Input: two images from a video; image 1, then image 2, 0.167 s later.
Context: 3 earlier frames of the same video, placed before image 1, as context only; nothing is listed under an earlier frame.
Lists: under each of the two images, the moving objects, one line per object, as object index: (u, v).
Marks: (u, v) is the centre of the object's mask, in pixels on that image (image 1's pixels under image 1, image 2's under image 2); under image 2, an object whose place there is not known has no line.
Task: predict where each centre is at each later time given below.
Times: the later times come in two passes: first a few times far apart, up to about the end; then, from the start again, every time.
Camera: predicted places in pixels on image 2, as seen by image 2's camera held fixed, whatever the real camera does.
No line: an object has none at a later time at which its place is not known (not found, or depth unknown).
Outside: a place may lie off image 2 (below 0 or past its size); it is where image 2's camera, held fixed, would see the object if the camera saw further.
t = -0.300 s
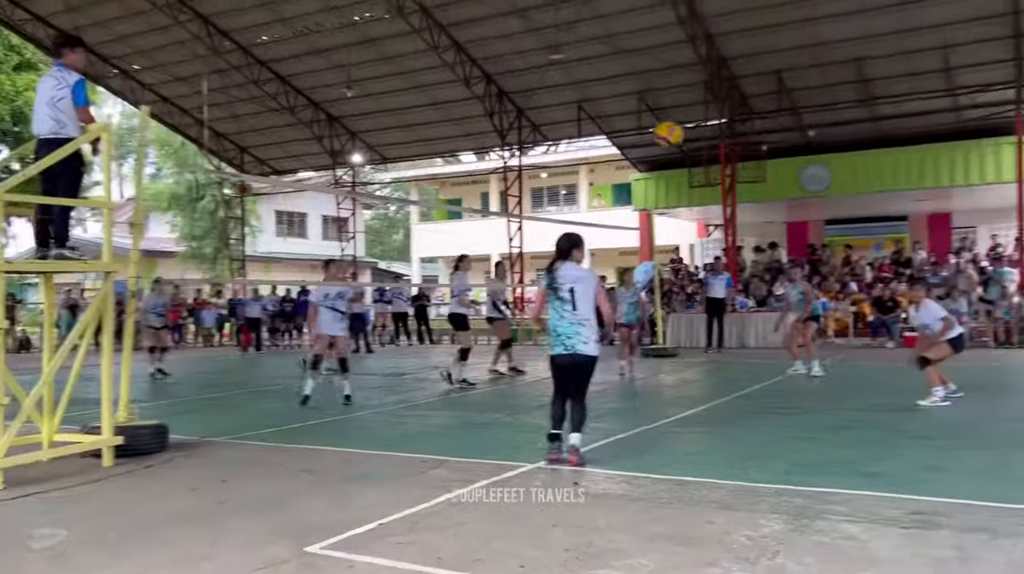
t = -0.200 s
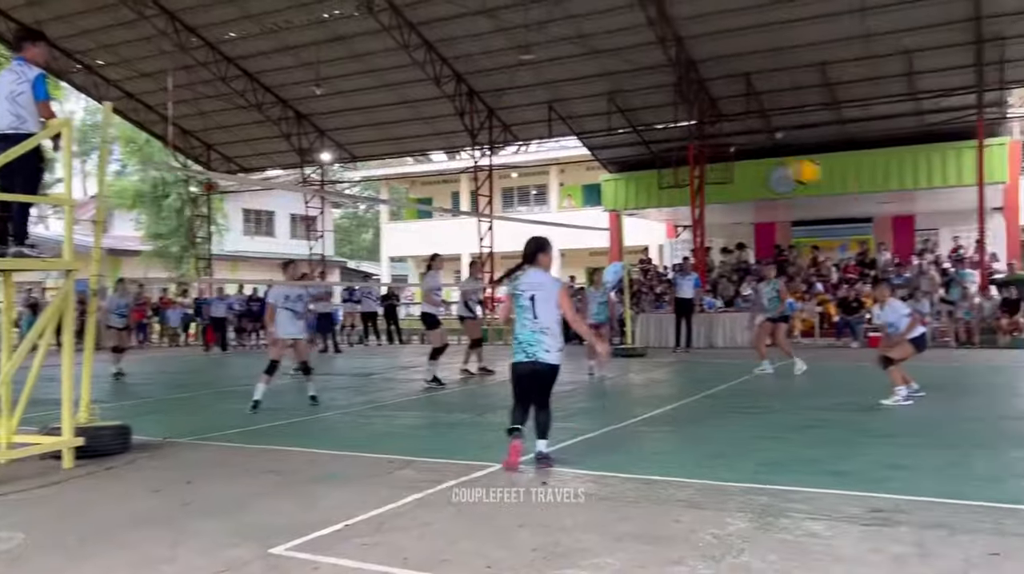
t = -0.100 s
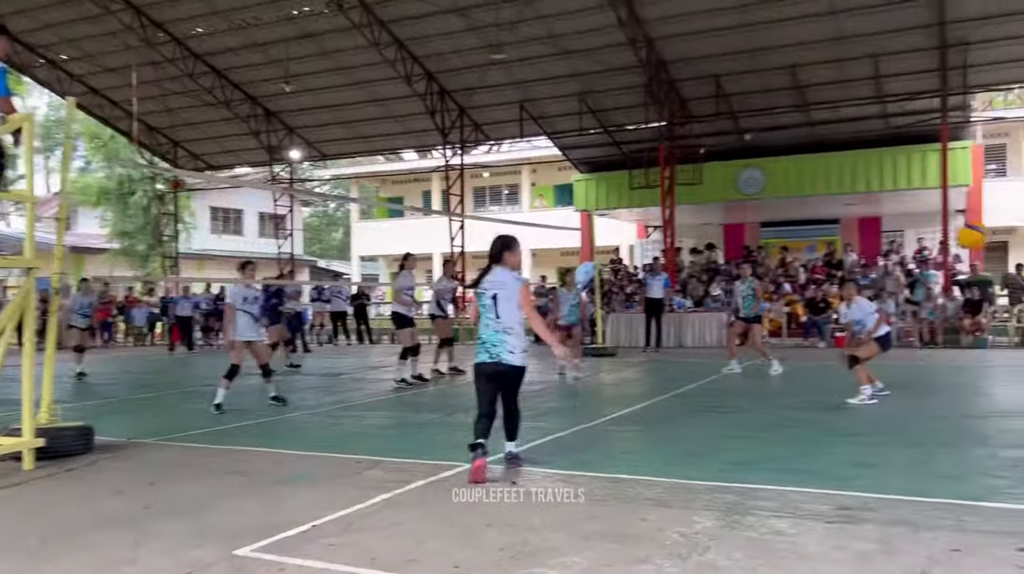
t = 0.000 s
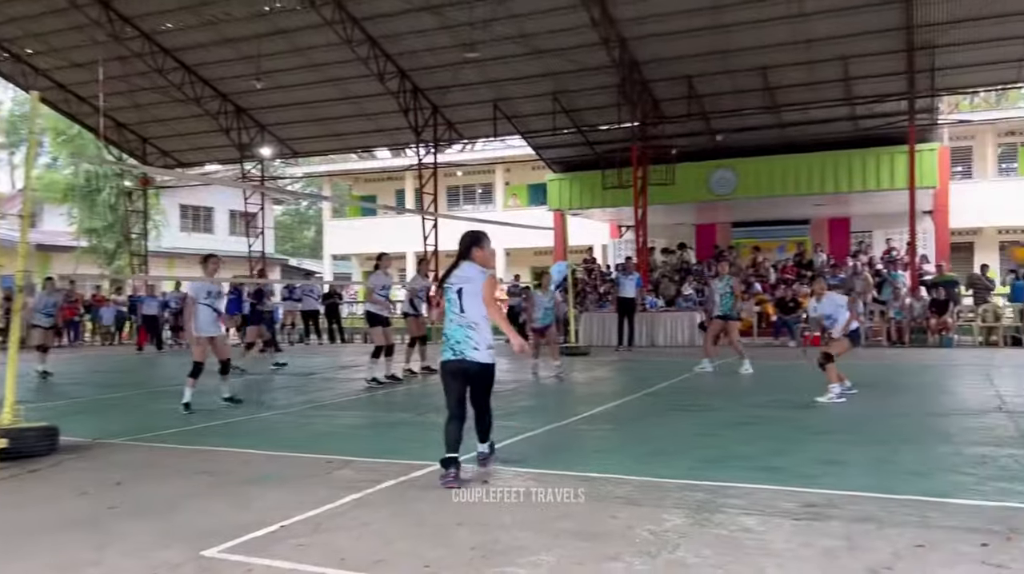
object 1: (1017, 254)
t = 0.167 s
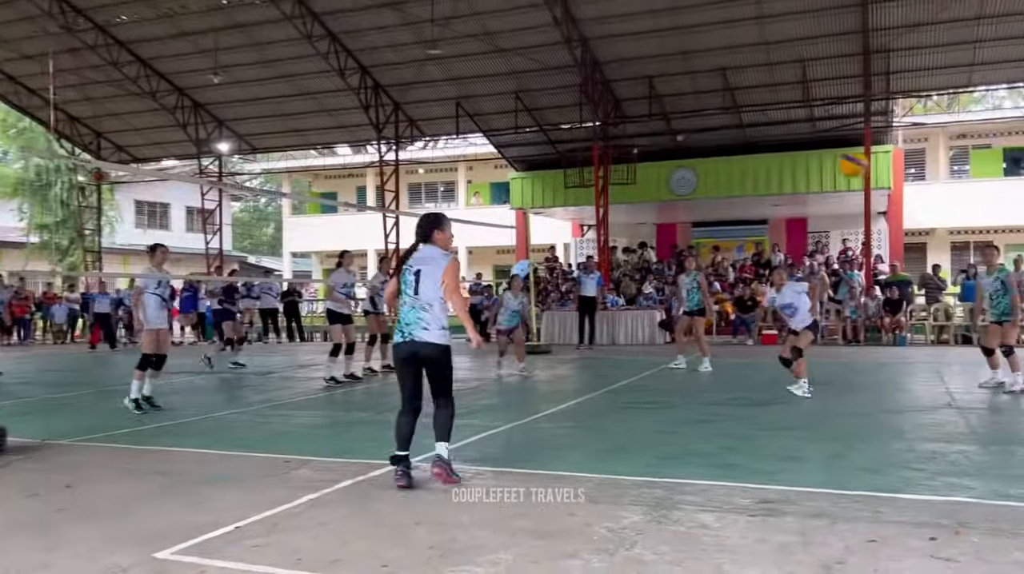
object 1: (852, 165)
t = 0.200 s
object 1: (832, 153)
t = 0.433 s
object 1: (711, 125)
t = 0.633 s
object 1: (636, 147)
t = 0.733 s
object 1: (605, 168)
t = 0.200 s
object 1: (832, 153)
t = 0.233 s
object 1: (811, 143)
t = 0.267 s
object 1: (793, 139)
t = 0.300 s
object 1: (775, 132)
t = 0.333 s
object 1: (758, 128)
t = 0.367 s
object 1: (741, 126)
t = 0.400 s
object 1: (727, 124)
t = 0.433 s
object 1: (711, 125)
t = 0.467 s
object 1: (697, 127)
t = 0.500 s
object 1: (684, 129)
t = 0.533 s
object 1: (671, 132)
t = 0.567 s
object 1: (659, 136)
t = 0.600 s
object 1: (646, 140)
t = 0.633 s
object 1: (636, 147)
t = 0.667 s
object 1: (625, 153)
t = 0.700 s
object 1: (615, 161)
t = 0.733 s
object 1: (605, 168)
